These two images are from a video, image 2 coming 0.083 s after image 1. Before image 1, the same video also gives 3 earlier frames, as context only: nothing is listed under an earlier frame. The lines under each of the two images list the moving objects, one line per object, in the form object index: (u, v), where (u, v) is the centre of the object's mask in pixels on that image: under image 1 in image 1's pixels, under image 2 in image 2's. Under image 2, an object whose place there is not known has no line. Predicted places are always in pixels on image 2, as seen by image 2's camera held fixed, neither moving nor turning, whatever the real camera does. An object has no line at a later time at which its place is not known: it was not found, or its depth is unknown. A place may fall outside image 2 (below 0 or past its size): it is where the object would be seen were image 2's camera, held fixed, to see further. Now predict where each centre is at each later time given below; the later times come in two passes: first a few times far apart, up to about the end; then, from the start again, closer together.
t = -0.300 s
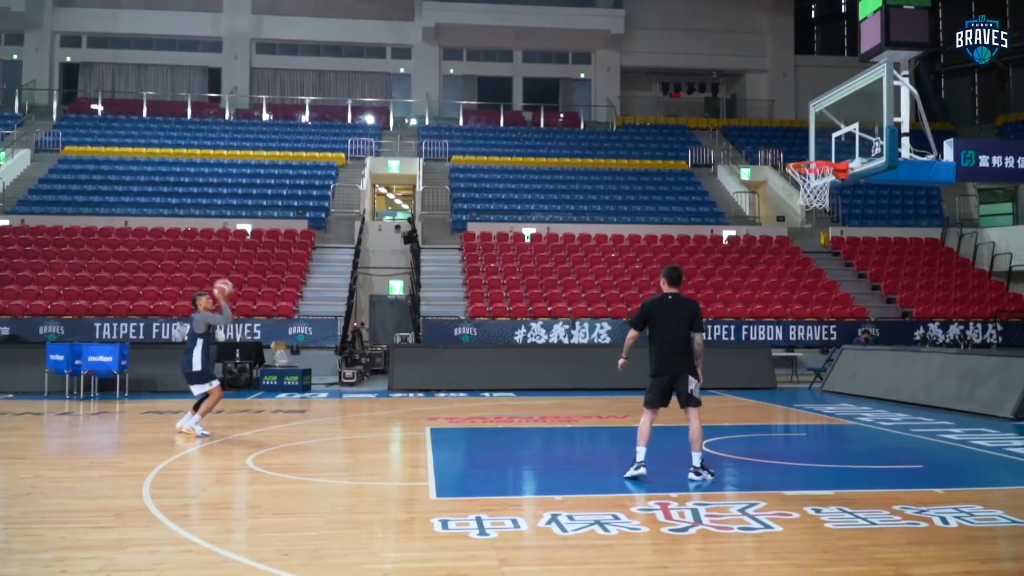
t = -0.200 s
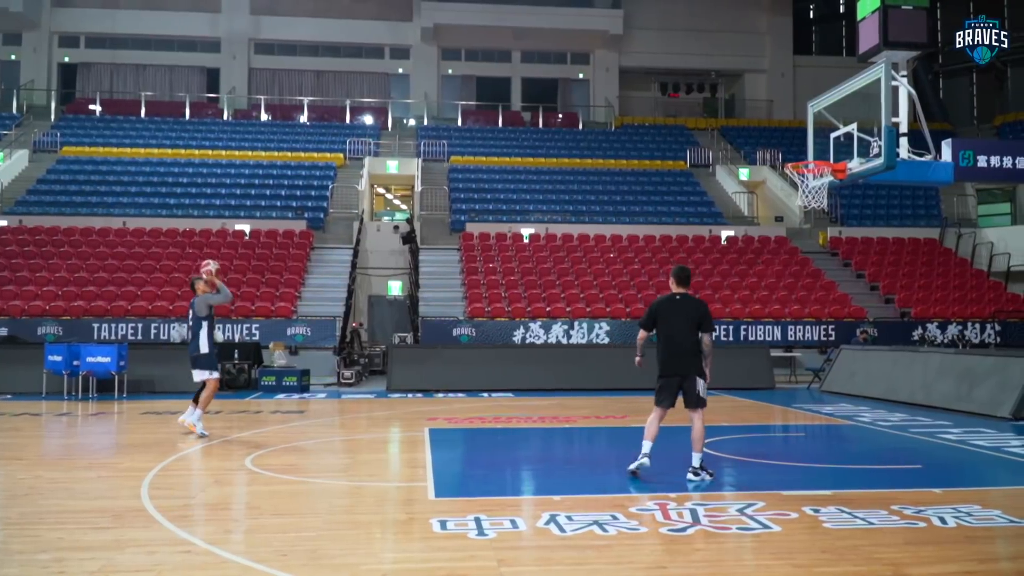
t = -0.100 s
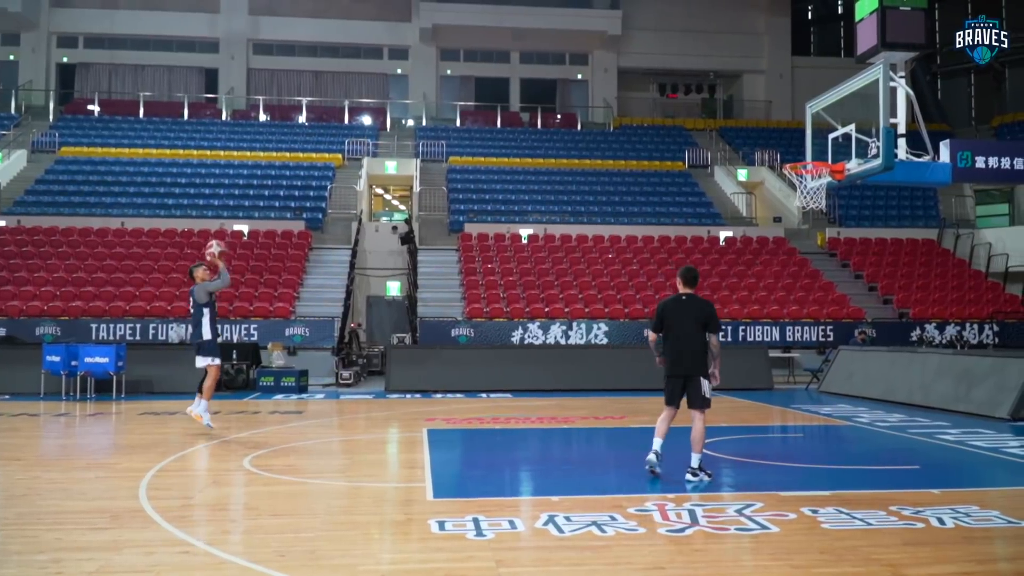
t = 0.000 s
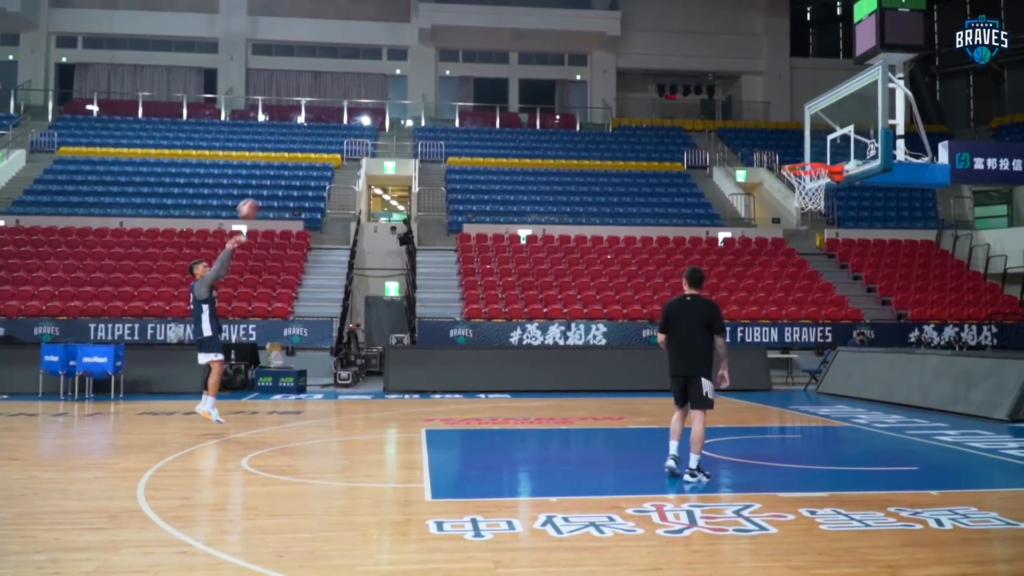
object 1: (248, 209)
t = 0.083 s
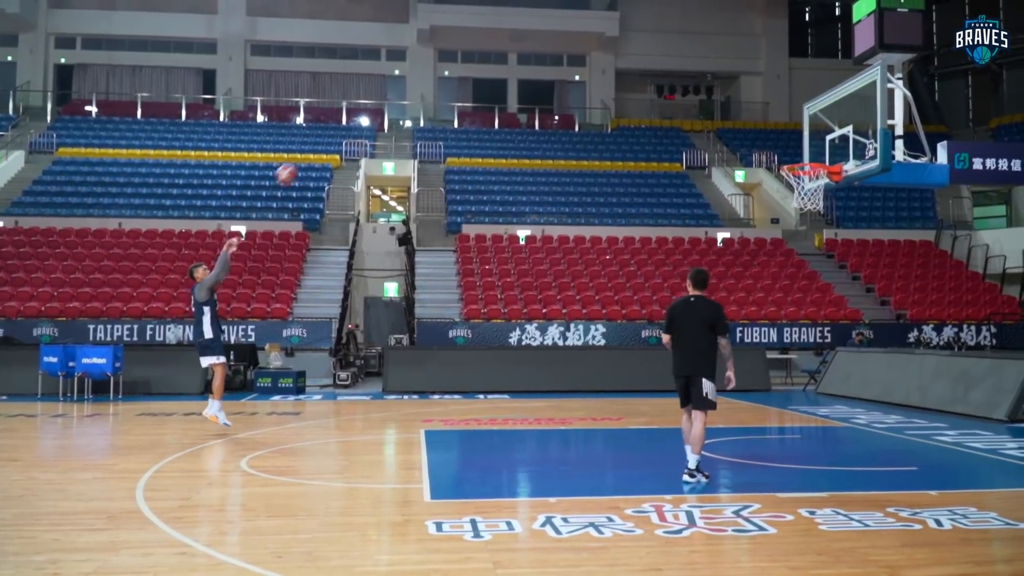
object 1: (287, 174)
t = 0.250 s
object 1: (365, 118)
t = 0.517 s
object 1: (494, 71)
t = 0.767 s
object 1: (620, 78)
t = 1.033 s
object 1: (762, 141)
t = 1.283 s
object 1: (827, 235)
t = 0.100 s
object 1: (295, 168)
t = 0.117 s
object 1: (302, 161)
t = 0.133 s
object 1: (311, 155)
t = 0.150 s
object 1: (318, 149)
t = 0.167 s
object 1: (326, 144)
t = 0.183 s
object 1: (334, 138)
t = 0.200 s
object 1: (341, 133)
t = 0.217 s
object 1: (349, 128)
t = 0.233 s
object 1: (358, 122)
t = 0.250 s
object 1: (365, 118)
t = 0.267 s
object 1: (372, 113)
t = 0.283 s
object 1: (380, 110)
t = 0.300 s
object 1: (389, 105)
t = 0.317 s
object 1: (397, 101)
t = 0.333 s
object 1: (405, 98)
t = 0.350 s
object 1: (413, 94)
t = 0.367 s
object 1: (421, 91)
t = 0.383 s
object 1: (428, 88)
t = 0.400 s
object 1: (437, 85)
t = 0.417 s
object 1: (445, 83)
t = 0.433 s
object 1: (452, 80)
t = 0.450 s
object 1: (461, 78)
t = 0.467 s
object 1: (469, 76)
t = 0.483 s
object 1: (478, 74)
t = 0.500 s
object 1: (486, 73)
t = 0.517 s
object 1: (494, 71)
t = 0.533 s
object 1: (502, 70)
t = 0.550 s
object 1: (510, 69)
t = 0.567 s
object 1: (519, 68)
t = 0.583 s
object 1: (527, 68)
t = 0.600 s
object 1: (535, 67)
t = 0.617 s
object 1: (544, 67)
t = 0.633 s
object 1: (552, 67)
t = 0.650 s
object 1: (560, 68)
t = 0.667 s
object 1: (568, 68)
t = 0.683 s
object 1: (577, 69)
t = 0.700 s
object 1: (586, 70)
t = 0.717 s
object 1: (594, 71)
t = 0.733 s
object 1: (603, 74)
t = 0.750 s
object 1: (611, 75)
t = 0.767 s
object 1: (620, 78)
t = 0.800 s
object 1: (636, 82)
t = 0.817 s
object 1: (645, 84)
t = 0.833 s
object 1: (655, 88)
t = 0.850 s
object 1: (663, 91)
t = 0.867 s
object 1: (672, 94)
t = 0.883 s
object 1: (680, 98)
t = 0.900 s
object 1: (690, 102)
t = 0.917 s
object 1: (698, 106)
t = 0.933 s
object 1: (708, 110)
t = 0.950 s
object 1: (717, 114)
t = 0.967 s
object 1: (726, 120)
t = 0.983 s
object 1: (735, 125)
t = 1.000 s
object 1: (744, 130)
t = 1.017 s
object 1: (753, 136)
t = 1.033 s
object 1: (762, 141)
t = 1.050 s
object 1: (773, 147)
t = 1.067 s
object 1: (782, 154)
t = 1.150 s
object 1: (822, 187)
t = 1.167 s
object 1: (822, 192)
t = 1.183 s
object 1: (824, 197)
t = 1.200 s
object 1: (825, 203)
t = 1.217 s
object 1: (825, 209)
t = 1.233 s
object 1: (824, 216)
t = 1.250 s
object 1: (825, 222)
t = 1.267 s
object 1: (826, 228)
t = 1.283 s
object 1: (827, 235)
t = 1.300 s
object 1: (827, 241)
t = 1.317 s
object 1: (827, 248)
